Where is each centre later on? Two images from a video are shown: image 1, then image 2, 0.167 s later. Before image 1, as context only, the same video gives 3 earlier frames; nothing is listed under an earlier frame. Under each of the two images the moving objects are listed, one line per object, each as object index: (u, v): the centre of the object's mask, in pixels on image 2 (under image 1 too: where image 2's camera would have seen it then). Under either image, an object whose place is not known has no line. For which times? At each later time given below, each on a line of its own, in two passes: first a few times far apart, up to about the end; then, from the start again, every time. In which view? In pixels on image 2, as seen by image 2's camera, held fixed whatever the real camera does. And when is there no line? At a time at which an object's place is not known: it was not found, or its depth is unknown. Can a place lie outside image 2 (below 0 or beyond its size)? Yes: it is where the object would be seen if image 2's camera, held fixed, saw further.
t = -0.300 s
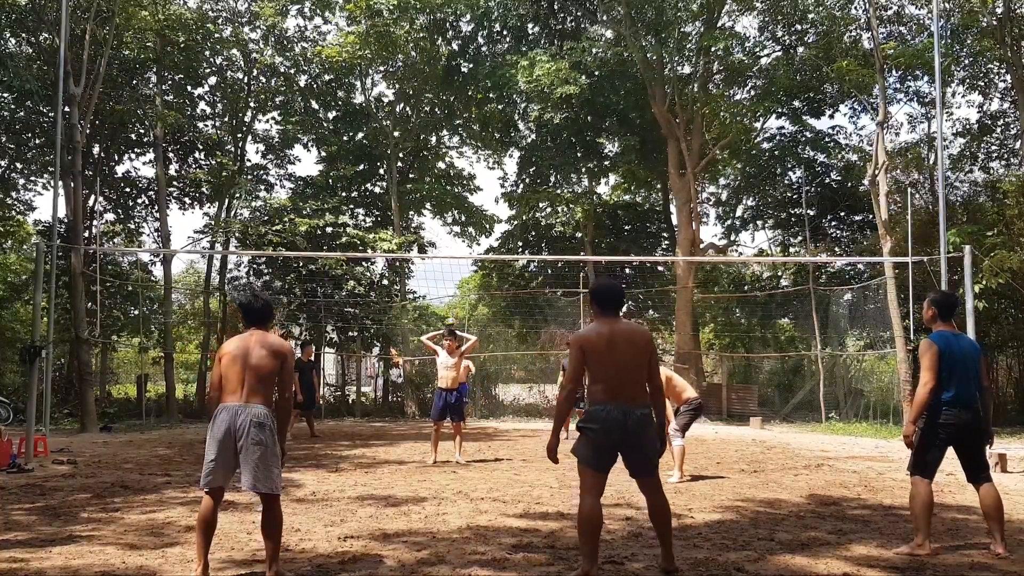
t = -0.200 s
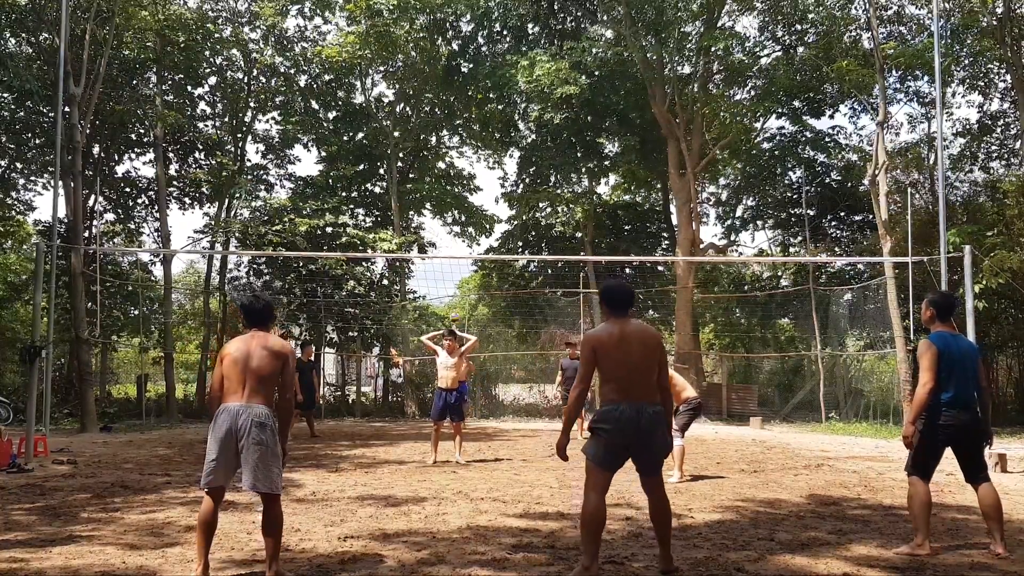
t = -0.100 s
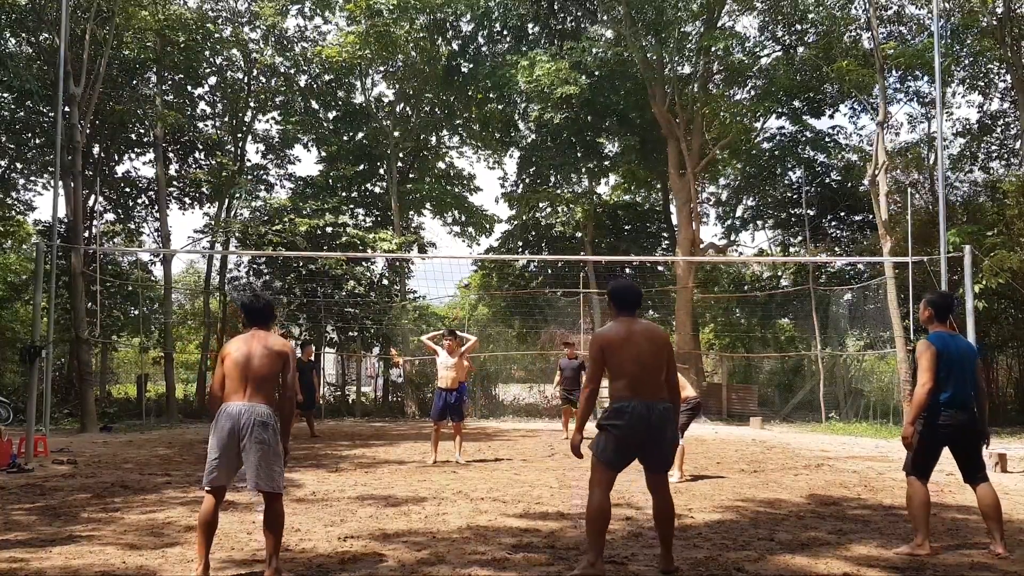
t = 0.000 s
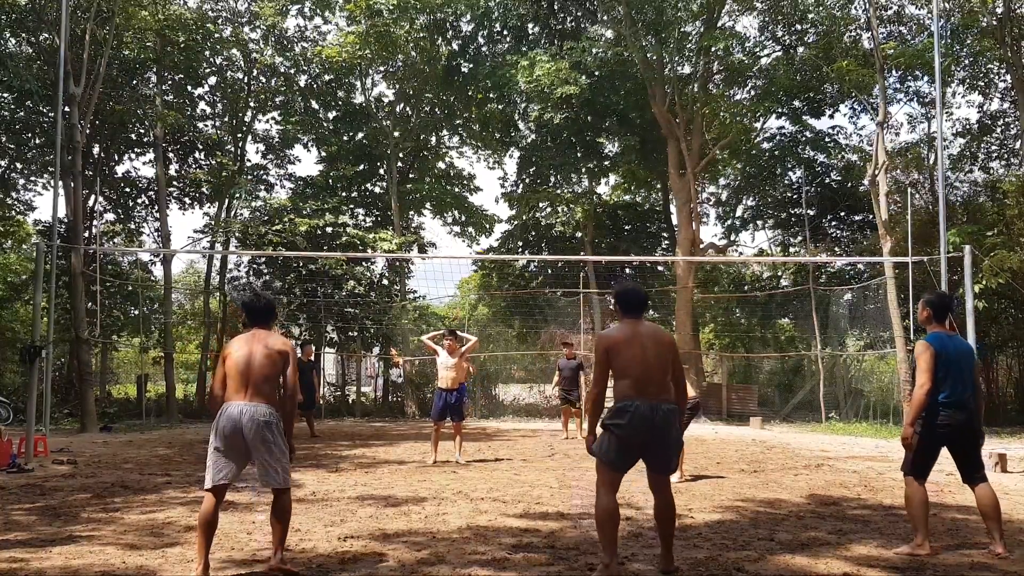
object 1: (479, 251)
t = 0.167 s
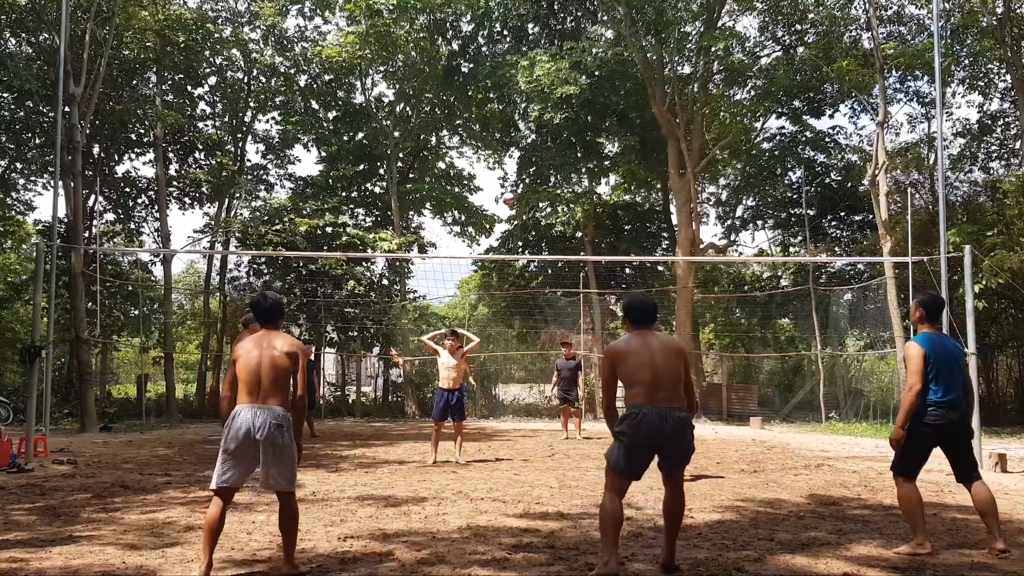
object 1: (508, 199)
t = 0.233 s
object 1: (521, 181)
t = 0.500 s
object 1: (590, 127)
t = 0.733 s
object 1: (682, 117)
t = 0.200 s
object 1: (515, 190)
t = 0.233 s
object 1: (521, 181)
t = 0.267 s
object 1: (529, 172)
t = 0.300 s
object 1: (536, 164)
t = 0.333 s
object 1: (543, 156)
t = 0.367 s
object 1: (552, 149)
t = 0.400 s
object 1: (561, 142)
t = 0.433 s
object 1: (570, 136)
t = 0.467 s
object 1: (580, 131)
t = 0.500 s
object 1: (590, 127)
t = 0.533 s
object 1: (601, 123)
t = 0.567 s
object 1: (612, 120)
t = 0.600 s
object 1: (624, 117)
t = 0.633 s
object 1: (637, 115)
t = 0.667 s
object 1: (651, 115)
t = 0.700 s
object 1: (666, 115)
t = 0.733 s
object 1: (682, 117)
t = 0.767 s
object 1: (698, 119)
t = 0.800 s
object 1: (717, 124)
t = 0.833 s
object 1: (737, 129)
